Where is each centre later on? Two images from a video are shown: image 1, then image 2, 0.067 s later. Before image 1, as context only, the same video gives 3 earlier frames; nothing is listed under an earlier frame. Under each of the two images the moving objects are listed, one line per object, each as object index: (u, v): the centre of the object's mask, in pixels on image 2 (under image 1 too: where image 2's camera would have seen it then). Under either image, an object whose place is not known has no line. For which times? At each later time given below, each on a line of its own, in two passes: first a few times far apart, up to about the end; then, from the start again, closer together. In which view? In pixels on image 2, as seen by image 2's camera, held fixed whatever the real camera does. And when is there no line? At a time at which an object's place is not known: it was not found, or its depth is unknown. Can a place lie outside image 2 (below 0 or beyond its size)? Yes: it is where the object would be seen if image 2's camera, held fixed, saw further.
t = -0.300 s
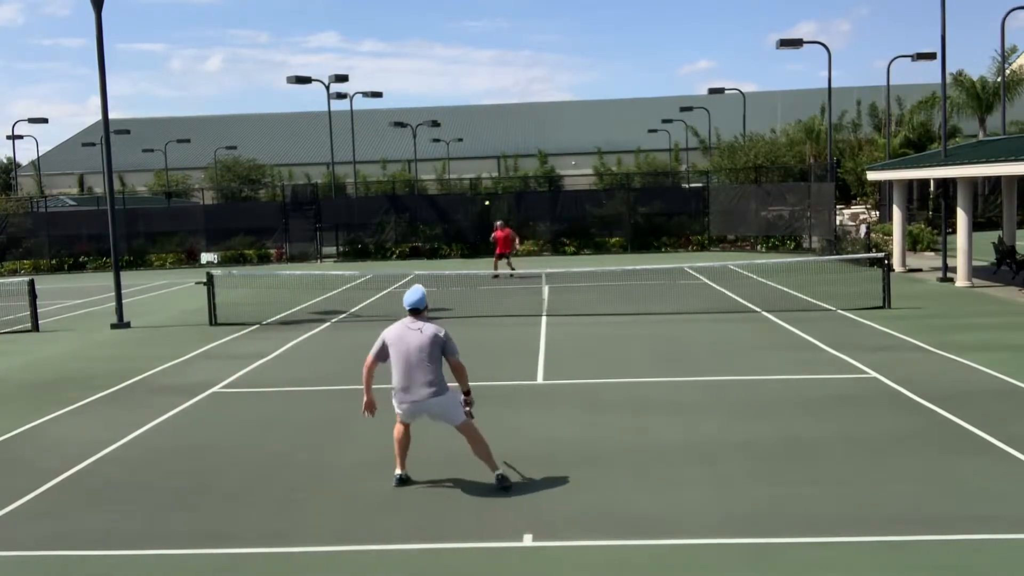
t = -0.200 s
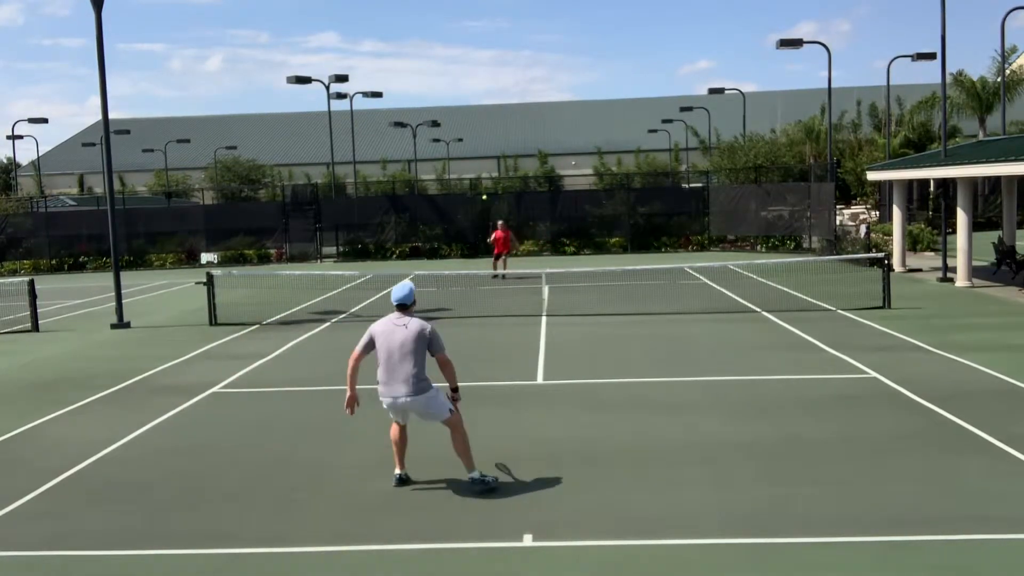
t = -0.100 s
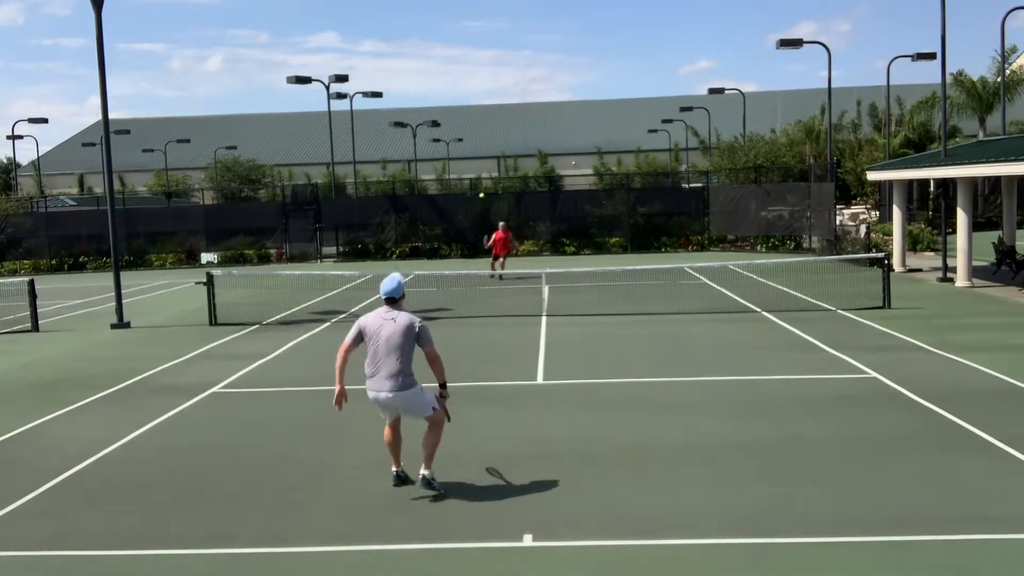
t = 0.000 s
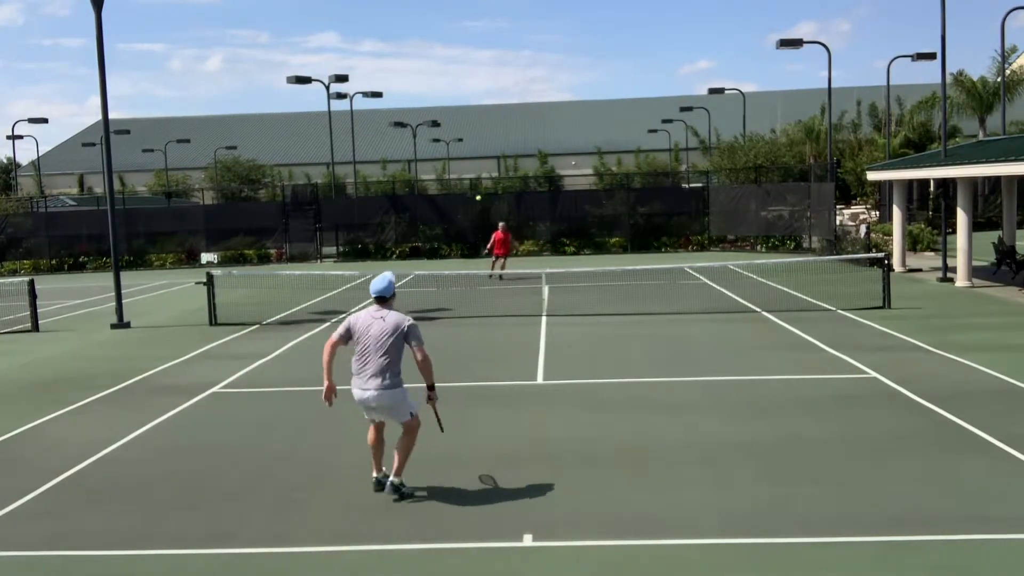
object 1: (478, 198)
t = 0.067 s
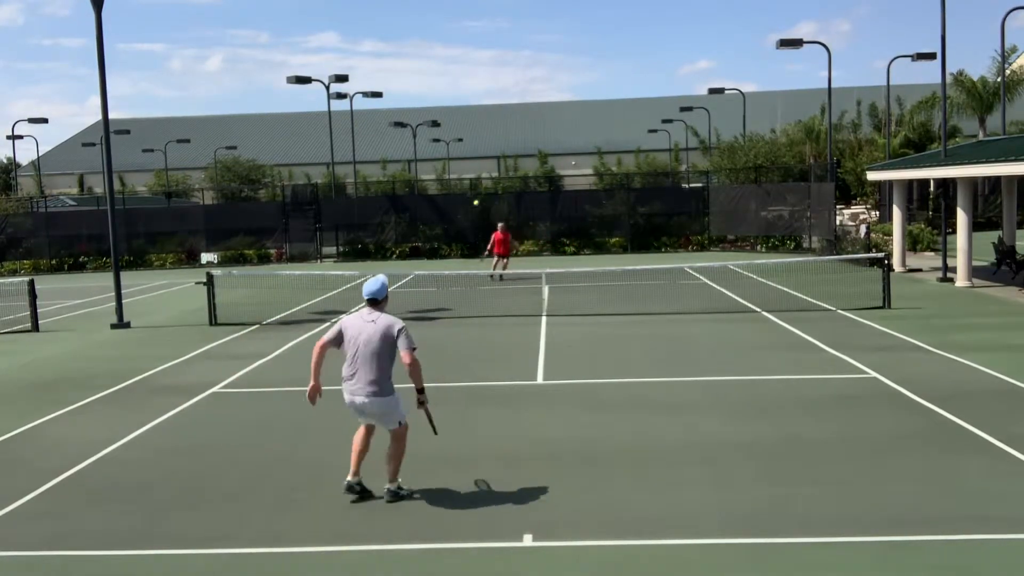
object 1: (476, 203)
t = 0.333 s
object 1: (465, 256)
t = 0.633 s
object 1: (446, 425)
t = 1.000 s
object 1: (401, 373)
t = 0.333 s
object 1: (465, 256)
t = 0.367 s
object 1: (462, 267)
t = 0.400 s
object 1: (461, 281)
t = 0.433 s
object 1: (459, 295)
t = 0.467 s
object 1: (457, 311)
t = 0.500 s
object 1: (455, 329)
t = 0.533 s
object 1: (452, 350)
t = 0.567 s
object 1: (451, 372)
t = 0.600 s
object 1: (448, 397)
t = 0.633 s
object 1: (446, 425)
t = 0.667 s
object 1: (443, 451)
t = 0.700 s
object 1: (439, 439)
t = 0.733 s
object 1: (435, 427)
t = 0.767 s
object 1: (431, 416)
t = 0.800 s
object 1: (427, 406)
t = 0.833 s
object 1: (423, 398)
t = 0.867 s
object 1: (419, 391)
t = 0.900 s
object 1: (414, 384)
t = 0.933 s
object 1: (411, 379)
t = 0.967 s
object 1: (406, 375)
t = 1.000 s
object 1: (401, 373)
